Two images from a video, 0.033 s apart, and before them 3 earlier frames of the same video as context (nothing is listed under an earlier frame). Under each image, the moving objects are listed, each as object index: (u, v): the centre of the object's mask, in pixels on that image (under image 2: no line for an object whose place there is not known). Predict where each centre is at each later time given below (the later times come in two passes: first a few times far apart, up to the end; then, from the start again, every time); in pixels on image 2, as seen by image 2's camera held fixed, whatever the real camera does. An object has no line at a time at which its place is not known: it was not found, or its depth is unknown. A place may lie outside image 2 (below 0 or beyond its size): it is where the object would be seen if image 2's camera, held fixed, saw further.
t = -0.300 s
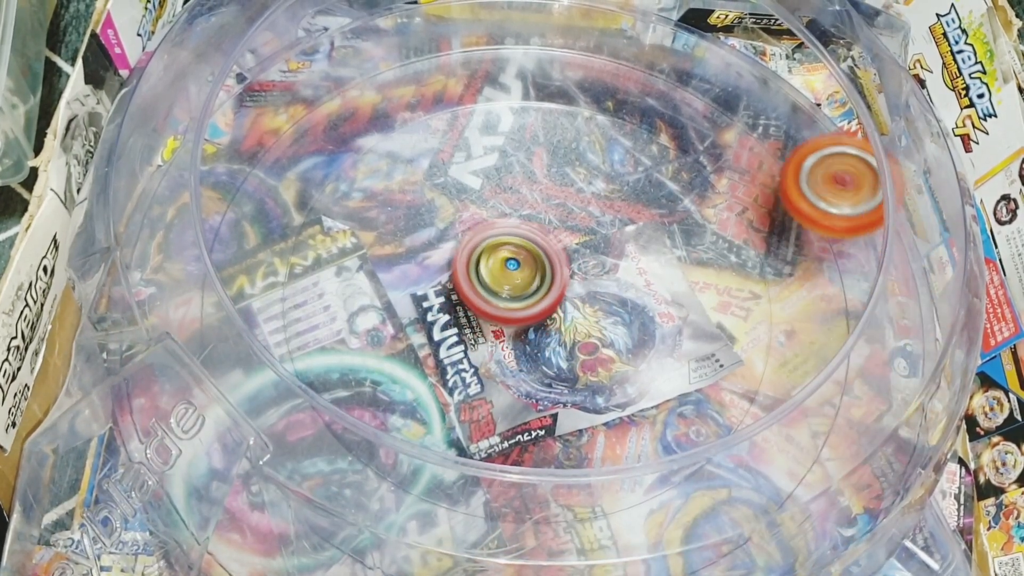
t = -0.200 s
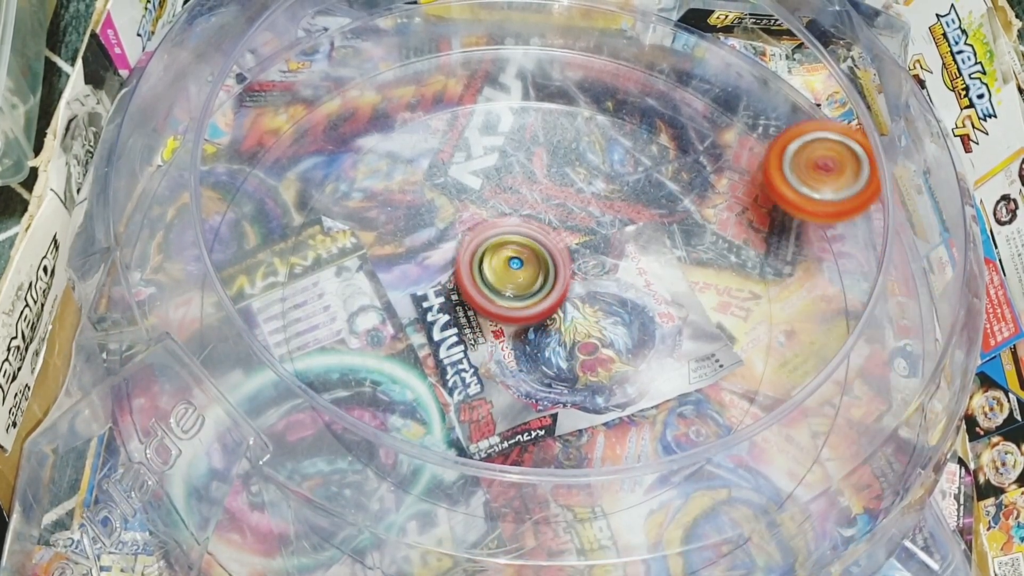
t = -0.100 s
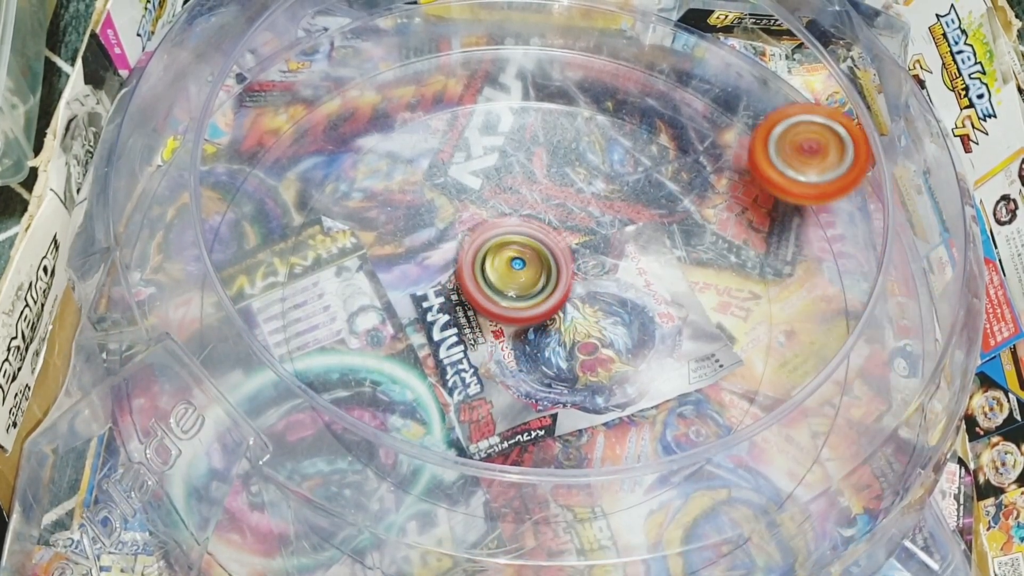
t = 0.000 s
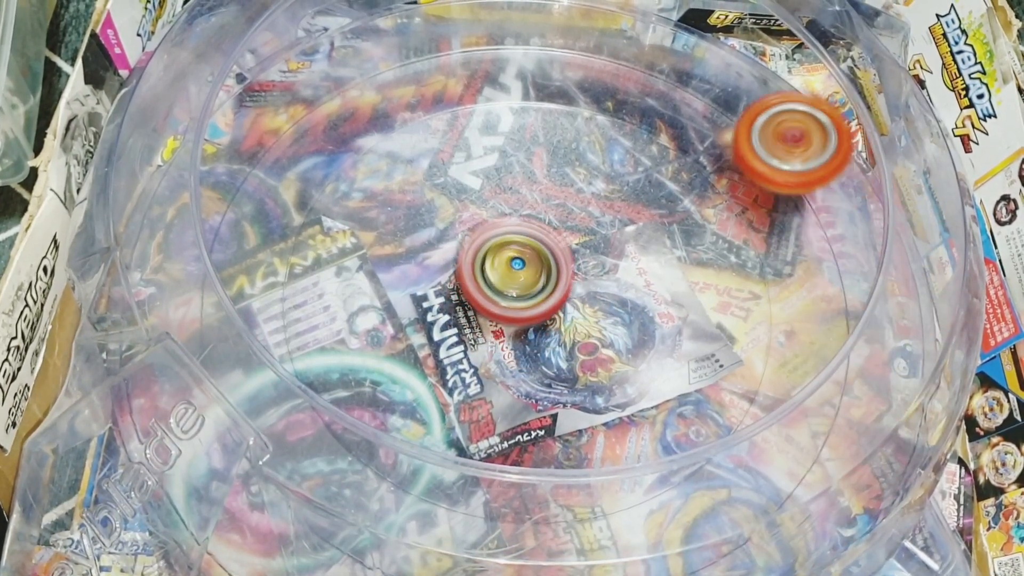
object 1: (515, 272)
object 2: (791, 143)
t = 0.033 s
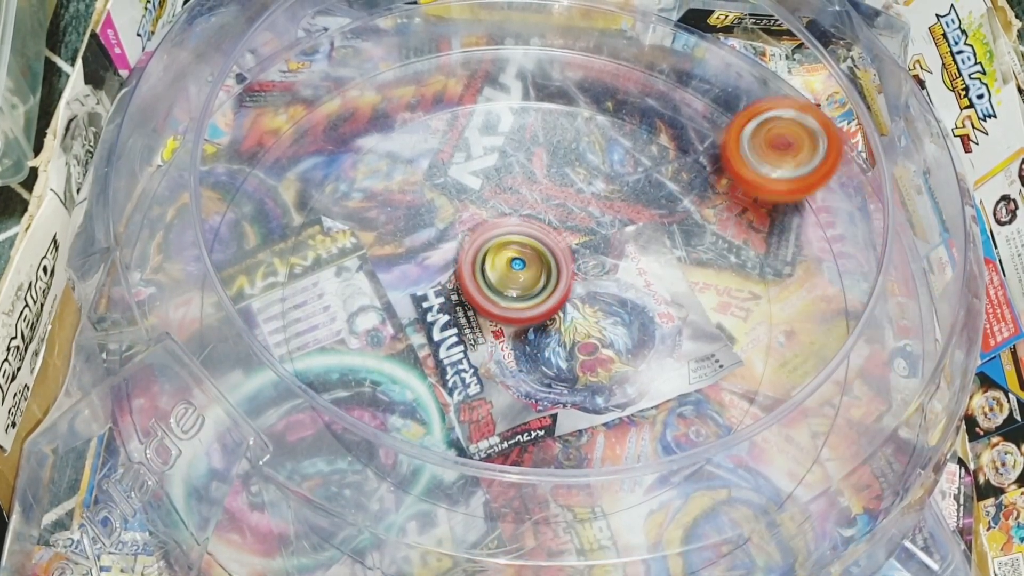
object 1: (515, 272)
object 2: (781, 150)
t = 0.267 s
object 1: (521, 268)
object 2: (729, 152)
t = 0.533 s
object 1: (529, 266)
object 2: (645, 209)
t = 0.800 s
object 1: (429, 340)
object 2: (654, 308)
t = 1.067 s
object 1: (481, 365)
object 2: (545, 268)
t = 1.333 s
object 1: (542, 331)
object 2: (607, 227)
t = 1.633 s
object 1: (396, 379)
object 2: (708, 176)
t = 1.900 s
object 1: (400, 394)
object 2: (762, 131)
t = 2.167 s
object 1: (513, 332)
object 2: (719, 144)
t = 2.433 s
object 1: (513, 265)
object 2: (659, 102)
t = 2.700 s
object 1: (470, 284)
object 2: (581, 55)
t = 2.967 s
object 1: (500, 299)
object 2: (505, 41)
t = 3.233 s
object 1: (496, 268)
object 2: (428, 46)
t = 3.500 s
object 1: (494, 261)
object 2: (348, 80)
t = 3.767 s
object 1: (501, 256)
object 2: (275, 137)
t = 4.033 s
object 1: (523, 253)
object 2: (230, 219)
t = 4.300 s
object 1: (533, 257)
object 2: (217, 304)
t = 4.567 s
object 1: (543, 261)
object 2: (251, 405)
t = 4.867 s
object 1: (559, 267)
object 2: (343, 504)
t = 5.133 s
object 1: (558, 275)
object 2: (442, 534)
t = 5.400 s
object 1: (562, 281)
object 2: (554, 545)
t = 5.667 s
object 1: (565, 292)
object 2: (684, 533)
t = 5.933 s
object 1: (565, 300)
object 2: (778, 469)
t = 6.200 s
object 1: (552, 309)
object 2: (828, 389)
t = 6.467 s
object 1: (543, 315)
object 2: (838, 307)
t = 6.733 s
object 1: (518, 312)
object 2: (822, 227)
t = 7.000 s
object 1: (509, 300)
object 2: (777, 149)
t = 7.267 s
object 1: (512, 288)
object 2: (729, 107)
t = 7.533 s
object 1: (502, 280)
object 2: (649, 60)
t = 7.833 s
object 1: (520, 272)
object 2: (573, 50)
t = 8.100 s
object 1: (518, 266)
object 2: (473, 45)
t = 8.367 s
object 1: (531, 269)
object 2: (384, 63)
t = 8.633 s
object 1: (539, 274)
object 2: (294, 114)
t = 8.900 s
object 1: (549, 279)
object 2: (250, 183)
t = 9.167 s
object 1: (551, 283)
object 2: (224, 265)
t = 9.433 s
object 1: (553, 286)
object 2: (274, 352)
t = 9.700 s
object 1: (549, 290)
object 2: (393, 351)
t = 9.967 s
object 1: (649, 219)
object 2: (425, 294)
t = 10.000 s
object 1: (642, 213)
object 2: (434, 289)
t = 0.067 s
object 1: (515, 272)
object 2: (772, 153)
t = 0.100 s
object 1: (516, 272)
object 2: (764, 155)
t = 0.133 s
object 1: (516, 272)
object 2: (756, 156)
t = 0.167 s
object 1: (517, 271)
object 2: (749, 156)
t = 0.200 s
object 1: (518, 270)
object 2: (743, 155)
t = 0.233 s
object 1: (519, 269)
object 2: (735, 154)
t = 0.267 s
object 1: (521, 268)
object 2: (729, 152)
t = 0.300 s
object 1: (522, 267)
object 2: (723, 151)
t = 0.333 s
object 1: (523, 267)
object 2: (715, 149)
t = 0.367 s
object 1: (524, 267)
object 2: (708, 148)
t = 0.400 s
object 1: (524, 267)
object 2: (698, 153)
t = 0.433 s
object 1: (525, 267)
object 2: (686, 164)
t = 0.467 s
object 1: (526, 267)
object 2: (673, 177)
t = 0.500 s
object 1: (527, 267)
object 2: (660, 192)
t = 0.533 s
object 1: (529, 266)
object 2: (645, 209)
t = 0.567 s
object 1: (506, 272)
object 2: (653, 217)
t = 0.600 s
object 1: (467, 281)
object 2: (678, 219)
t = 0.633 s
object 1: (439, 290)
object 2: (696, 226)
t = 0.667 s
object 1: (421, 297)
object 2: (704, 238)
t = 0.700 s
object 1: (411, 306)
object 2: (703, 254)
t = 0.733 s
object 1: (411, 317)
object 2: (694, 272)
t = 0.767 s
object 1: (417, 329)
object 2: (677, 292)
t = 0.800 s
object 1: (429, 340)
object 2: (654, 308)
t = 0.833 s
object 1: (445, 348)
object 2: (623, 325)
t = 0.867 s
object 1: (463, 351)
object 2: (592, 334)
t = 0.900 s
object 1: (458, 359)
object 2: (584, 329)
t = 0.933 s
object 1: (453, 364)
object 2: (578, 318)
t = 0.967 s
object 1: (454, 367)
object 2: (569, 306)
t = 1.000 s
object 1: (461, 368)
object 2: (559, 294)
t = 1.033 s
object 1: (470, 368)
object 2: (551, 281)
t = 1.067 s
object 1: (481, 365)
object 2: (545, 268)
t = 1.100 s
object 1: (491, 363)
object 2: (543, 255)
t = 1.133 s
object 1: (503, 358)
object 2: (545, 242)
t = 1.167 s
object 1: (513, 353)
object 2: (550, 234)
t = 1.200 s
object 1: (522, 348)
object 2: (559, 227)
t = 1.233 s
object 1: (531, 341)
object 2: (570, 224)
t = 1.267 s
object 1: (538, 333)
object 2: (582, 226)
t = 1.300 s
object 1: (543, 329)
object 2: (594, 230)
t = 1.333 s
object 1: (542, 331)
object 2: (607, 227)
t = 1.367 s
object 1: (541, 330)
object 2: (616, 229)
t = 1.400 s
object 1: (540, 327)
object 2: (621, 236)
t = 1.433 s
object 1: (535, 326)
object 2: (623, 242)
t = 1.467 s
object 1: (527, 326)
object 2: (628, 243)
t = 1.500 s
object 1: (525, 324)
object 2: (628, 247)
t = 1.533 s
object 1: (521, 323)
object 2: (623, 252)
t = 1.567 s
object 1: (476, 349)
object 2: (653, 224)
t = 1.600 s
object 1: (429, 368)
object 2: (681, 198)
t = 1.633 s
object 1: (396, 379)
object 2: (708, 176)
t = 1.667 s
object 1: (379, 381)
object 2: (722, 161)
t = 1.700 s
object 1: (358, 394)
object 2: (734, 152)
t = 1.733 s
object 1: (348, 401)
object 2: (744, 144)
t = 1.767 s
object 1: (347, 405)
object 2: (755, 134)
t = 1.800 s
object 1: (357, 406)
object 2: (763, 125)
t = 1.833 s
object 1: (369, 405)
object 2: (766, 121)
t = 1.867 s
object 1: (390, 393)
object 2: (766, 122)
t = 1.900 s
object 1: (400, 394)
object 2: (762, 131)
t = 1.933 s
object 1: (411, 394)
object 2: (755, 140)
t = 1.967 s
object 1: (427, 392)
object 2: (749, 146)
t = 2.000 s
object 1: (442, 386)
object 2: (744, 149)
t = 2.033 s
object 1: (458, 377)
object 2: (739, 149)
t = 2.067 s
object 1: (474, 366)
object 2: (734, 149)
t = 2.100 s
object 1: (487, 353)
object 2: (729, 148)
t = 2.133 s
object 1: (501, 343)
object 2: (725, 146)
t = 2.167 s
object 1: (513, 332)
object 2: (719, 144)
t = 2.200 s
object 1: (523, 321)
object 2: (712, 140)
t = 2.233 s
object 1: (532, 310)
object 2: (706, 135)
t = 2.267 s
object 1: (539, 301)
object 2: (699, 130)
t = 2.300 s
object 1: (541, 292)
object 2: (692, 126)
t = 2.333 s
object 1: (540, 285)
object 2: (685, 119)
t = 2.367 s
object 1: (534, 278)
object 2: (677, 114)
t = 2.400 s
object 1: (523, 270)
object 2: (668, 108)
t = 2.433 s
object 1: (513, 265)
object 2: (659, 102)
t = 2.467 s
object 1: (501, 262)
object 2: (649, 96)
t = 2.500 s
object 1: (492, 261)
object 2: (640, 90)
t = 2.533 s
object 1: (483, 261)
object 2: (632, 84)
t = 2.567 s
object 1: (476, 264)
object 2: (622, 78)
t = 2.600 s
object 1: (472, 267)
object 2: (613, 71)
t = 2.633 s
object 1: (469, 272)
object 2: (603, 64)
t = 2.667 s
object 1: (469, 278)
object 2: (592, 59)
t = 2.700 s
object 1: (470, 284)
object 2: (581, 55)
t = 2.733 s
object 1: (473, 292)
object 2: (571, 51)
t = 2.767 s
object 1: (476, 297)
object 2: (561, 46)
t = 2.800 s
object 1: (481, 302)
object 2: (551, 42)
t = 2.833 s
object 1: (487, 305)
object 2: (541, 39)
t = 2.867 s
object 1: (491, 306)
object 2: (530, 37)
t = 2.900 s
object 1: (495, 305)
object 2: (521, 38)
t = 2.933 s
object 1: (498, 303)
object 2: (513, 40)
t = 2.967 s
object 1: (500, 299)
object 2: (505, 41)
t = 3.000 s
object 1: (500, 294)
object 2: (496, 41)
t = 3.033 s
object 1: (501, 288)
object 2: (488, 42)
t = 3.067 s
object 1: (501, 284)
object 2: (478, 42)
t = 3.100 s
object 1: (501, 281)
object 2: (468, 42)
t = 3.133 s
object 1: (500, 277)
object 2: (458, 44)
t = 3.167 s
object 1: (499, 273)
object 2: (448, 44)
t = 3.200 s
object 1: (498, 269)
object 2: (438, 45)
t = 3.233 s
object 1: (496, 268)
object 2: (428, 46)
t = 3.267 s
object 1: (494, 266)
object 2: (418, 48)
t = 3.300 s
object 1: (492, 265)
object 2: (408, 52)
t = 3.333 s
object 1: (491, 265)
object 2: (399, 56)
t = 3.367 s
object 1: (491, 265)
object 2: (389, 61)
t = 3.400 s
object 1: (490, 265)
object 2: (379, 66)
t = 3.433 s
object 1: (491, 264)
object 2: (369, 70)
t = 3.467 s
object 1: (492, 263)
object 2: (358, 76)
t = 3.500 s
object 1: (494, 261)
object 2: (348, 80)
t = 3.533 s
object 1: (494, 259)
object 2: (336, 85)
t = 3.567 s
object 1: (495, 257)
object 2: (327, 90)
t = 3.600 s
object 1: (496, 257)
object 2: (318, 96)
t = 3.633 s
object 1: (496, 257)
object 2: (310, 104)
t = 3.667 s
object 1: (497, 257)
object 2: (302, 111)
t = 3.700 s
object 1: (498, 257)
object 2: (293, 119)
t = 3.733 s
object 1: (500, 257)
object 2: (284, 127)
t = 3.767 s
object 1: (501, 256)
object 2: (275, 137)
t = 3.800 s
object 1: (505, 255)
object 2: (266, 146)
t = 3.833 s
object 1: (508, 254)
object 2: (260, 156)
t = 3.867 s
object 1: (512, 253)
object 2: (256, 167)
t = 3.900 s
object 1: (514, 252)
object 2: (252, 178)
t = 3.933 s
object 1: (516, 252)
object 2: (243, 187)
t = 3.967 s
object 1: (519, 252)
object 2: (246, 198)
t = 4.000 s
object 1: (521, 252)
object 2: (245, 209)
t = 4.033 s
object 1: (523, 253)
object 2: (230, 219)
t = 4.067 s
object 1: (525, 254)
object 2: (228, 230)
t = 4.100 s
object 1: (526, 254)
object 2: (225, 241)
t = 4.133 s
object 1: (528, 254)
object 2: (222, 251)
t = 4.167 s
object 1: (529, 254)
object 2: (221, 262)
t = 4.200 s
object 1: (531, 255)
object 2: (218, 274)
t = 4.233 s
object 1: (532, 255)
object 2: (217, 285)
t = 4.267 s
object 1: (532, 256)
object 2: (216, 296)
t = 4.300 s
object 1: (533, 257)
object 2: (217, 304)
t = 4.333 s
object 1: (533, 258)
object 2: (219, 316)
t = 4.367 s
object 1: (533, 259)
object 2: (220, 328)
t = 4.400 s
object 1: (534, 259)
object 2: (223, 339)
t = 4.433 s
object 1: (535, 259)
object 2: (227, 351)
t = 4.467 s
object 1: (537, 260)
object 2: (233, 364)
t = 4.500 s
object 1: (539, 260)
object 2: (240, 374)
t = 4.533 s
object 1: (540, 260)
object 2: (247, 388)
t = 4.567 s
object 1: (543, 261)
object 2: (251, 405)
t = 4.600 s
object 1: (546, 261)
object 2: (254, 422)
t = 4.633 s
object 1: (549, 263)
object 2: (262, 433)
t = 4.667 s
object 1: (552, 264)
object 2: (273, 443)
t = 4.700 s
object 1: (555, 264)
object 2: (282, 456)
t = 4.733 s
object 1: (556, 265)
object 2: (294, 468)
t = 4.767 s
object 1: (558, 266)
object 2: (307, 479)
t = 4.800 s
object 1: (559, 266)
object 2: (317, 487)
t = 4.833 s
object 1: (559, 266)
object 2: (331, 495)
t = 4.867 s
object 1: (559, 267)
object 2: (343, 504)
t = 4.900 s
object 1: (558, 267)
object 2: (357, 509)
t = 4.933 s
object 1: (557, 268)
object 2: (368, 513)
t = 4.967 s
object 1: (557, 268)
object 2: (382, 518)
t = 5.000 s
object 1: (556, 269)
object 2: (393, 521)
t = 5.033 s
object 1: (556, 270)
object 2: (406, 525)
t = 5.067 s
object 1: (556, 272)
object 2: (418, 528)
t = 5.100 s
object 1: (557, 274)
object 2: (430, 531)
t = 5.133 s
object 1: (558, 275)
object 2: (442, 534)
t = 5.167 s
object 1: (558, 276)
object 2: (456, 536)
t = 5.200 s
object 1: (558, 277)
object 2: (470, 539)
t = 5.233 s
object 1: (557, 278)
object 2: (484, 541)
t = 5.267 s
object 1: (557, 278)
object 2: (498, 542)
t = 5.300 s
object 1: (558, 279)
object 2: (511, 543)
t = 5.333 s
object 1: (559, 279)
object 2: (525, 545)
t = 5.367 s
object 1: (560, 280)
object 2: (540, 544)
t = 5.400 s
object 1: (562, 281)
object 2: (554, 545)
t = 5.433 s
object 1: (563, 281)
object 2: (568, 545)
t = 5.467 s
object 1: (563, 282)
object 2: (584, 545)
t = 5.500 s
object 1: (563, 283)
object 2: (597, 544)
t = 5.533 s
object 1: (563, 285)
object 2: (615, 543)
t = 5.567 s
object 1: (564, 287)
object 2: (633, 541)
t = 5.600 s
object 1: (564, 288)
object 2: (650, 539)
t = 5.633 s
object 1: (565, 290)
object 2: (669, 537)
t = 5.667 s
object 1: (565, 292)
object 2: (684, 533)
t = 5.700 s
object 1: (566, 294)
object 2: (700, 528)
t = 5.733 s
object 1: (566, 295)
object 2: (714, 524)
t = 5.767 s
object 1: (566, 296)
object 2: (727, 517)
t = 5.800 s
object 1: (566, 297)
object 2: (739, 510)
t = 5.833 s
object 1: (566, 298)
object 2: (752, 501)
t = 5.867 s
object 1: (566, 298)
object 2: (761, 491)
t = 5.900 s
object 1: (565, 299)
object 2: (770, 480)
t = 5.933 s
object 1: (565, 300)
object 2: (778, 469)
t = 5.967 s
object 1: (564, 301)
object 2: (788, 460)
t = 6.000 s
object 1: (562, 303)
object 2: (795, 451)
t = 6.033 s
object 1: (561, 304)
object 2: (801, 439)
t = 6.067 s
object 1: (560, 305)
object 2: (807, 429)
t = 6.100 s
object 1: (556, 306)
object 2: (812, 419)
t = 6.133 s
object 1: (555, 307)
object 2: (820, 411)
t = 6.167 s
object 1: (554, 308)
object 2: (825, 400)
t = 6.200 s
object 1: (552, 309)
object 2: (828, 389)
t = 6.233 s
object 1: (551, 309)
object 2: (831, 378)
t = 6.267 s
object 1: (551, 310)
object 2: (837, 371)
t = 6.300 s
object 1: (550, 310)
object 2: (834, 359)
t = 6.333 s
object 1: (550, 310)
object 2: (837, 348)
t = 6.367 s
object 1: (549, 311)
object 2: (836, 337)
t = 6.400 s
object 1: (547, 312)
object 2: (838, 327)
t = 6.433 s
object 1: (546, 313)
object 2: (837, 316)
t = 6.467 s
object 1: (543, 315)
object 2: (838, 307)
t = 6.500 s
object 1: (540, 315)
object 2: (837, 296)
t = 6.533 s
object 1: (537, 316)
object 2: (837, 287)
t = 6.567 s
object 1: (533, 316)
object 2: (827, 274)
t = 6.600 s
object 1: (529, 316)
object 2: (827, 266)
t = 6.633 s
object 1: (526, 316)
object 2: (827, 257)
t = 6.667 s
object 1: (523, 315)
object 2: (826, 247)
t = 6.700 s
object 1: (521, 314)
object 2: (825, 237)
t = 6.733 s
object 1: (518, 312)
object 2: (822, 227)
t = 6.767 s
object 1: (516, 311)
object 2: (819, 217)
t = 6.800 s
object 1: (514, 309)
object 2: (814, 206)
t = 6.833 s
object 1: (513, 308)
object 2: (808, 195)
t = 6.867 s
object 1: (512, 306)
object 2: (803, 183)
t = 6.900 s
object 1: (511, 304)
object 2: (796, 174)
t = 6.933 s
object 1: (510, 303)
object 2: (790, 165)
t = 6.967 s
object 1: (509, 302)
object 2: (782, 156)
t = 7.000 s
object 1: (509, 300)
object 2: (777, 149)
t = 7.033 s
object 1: (509, 298)
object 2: (771, 142)
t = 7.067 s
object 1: (508, 296)
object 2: (764, 136)
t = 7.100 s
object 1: (508, 294)
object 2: (759, 131)
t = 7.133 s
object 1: (508, 292)
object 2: (753, 126)
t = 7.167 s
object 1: (509, 291)
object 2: (748, 121)
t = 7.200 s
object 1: (510, 289)
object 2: (742, 117)
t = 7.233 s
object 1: (511, 288)
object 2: (736, 112)
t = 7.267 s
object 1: (512, 288)
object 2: (729, 107)
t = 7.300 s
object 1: (513, 288)
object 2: (721, 102)
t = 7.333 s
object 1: (513, 289)
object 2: (712, 96)
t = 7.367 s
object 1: (513, 289)
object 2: (703, 90)
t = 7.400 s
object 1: (511, 289)
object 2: (692, 84)
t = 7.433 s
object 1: (508, 288)
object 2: (681, 78)
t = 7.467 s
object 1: (505, 286)
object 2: (671, 71)
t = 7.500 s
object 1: (503, 283)
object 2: (659, 65)
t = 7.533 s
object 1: (502, 280)
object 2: (649, 60)
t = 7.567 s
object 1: (503, 277)
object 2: (640, 57)
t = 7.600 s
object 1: (503, 273)
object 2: (631, 56)
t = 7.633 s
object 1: (505, 271)
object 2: (624, 55)
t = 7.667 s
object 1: (507, 269)
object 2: (616, 54)
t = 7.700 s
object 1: (510, 269)
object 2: (609, 54)
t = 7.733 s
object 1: (513, 268)
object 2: (601, 52)
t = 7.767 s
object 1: (516, 269)
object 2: (592, 51)
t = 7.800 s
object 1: (519, 270)
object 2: (584, 50)
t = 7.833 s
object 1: (520, 272)
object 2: (573, 50)
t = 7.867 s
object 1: (521, 273)
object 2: (562, 49)
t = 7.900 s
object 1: (519, 274)
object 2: (550, 48)
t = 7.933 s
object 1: (518, 273)
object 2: (537, 47)
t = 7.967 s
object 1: (515, 272)
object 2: (524, 46)
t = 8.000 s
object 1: (514, 271)
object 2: (511, 46)
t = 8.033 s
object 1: (514, 270)
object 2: (498, 45)
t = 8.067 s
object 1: (515, 268)
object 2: (486, 45)
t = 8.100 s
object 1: (518, 266)
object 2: (473, 45)
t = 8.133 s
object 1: (520, 266)
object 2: (463, 46)
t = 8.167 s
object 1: (524, 266)
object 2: (452, 47)
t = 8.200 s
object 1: (527, 268)
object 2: (443, 49)
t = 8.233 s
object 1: (529, 269)
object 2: (432, 51)
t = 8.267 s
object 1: (529, 270)
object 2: (420, 52)
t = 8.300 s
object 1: (529, 270)
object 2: (409, 55)
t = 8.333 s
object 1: (530, 270)
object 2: (397, 59)
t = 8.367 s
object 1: (531, 269)
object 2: (384, 63)
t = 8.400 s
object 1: (532, 269)
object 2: (372, 69)
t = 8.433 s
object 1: (534, 269)
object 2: (360, 76)
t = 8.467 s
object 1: (536, 269)
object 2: (348, 81)
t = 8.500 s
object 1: (538, 270)
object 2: (335, 87)
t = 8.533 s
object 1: (539, 271)
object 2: (324, 93)
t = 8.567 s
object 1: (540, 273)
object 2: (311, 100)
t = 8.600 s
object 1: (539, 274)
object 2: (302, 106)
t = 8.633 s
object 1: (539, 274)
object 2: (294, 114)
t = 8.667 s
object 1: (540, 274)
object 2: (289, 122)
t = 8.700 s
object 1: (541, 274)
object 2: (282, 129)
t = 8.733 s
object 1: (543, 273)
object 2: (275, 138)
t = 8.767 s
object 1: (546, 273)
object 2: (266, 147)
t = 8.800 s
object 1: (547, 274)
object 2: (259, 156)
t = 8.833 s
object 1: (549, 276)
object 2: (254, 165)
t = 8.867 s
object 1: (549, 278)
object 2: (251, 175)
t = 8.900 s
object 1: (549, 279)
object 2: (250, 183)
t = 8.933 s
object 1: (548, 280)
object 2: (242, 191)
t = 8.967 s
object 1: (548, 281)
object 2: (246, 198)
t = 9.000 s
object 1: (548, 281)
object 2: (245, 207)
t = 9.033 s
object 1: (548, 281)
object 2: (231, 217)
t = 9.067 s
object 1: (550, 281)
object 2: (228, 229)
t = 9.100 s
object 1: (551, 281)
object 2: (227, 241)
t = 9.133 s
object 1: (551, 282)
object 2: (225, 253)
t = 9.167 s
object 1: (551, 283)
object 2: (224, 265)
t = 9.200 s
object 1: (551, 283)
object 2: (226, 279)
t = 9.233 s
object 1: (551, 283)
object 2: (228, 291)
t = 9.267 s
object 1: (551, 283)
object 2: (233, 302)
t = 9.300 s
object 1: (551, 283)
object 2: (240, 312)
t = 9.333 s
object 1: (552, 284)
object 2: (247, 322)
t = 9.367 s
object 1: (553, 285)
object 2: (256, 333)
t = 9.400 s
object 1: (554, 285)
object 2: (265, 344)
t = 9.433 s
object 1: (553, 286)
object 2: (274, 352)
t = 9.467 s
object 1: (553, 287)
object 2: (284, 362)
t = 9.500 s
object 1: (552, 288)
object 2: (296, 370)
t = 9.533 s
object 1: (552, 288)
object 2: (307, 377)
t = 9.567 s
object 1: (552, 288)
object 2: (324, 378)
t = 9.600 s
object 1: (551, 289)
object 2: (342, 375)
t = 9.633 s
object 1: (550, 290)
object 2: (362, 366)
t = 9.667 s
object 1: (550, 290)
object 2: (376, 362)
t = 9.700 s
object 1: (549, 290)
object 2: (393, 351)
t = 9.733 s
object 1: (550, 290)
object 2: (412, 335)
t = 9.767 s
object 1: (551, 290)
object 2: (430, 324)
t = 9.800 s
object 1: (580, 280)
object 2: (419, 321)
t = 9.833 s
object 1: (611, 265)
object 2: (411, 318)
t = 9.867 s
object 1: (634, 250)
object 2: (410, 313)
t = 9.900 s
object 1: (647, 238)
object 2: (412, 308)
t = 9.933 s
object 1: (652, 228)
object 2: (418, 301)
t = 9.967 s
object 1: (649, 219)
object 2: (425, 294)
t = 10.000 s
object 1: (642, 213)
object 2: (434, 289)
